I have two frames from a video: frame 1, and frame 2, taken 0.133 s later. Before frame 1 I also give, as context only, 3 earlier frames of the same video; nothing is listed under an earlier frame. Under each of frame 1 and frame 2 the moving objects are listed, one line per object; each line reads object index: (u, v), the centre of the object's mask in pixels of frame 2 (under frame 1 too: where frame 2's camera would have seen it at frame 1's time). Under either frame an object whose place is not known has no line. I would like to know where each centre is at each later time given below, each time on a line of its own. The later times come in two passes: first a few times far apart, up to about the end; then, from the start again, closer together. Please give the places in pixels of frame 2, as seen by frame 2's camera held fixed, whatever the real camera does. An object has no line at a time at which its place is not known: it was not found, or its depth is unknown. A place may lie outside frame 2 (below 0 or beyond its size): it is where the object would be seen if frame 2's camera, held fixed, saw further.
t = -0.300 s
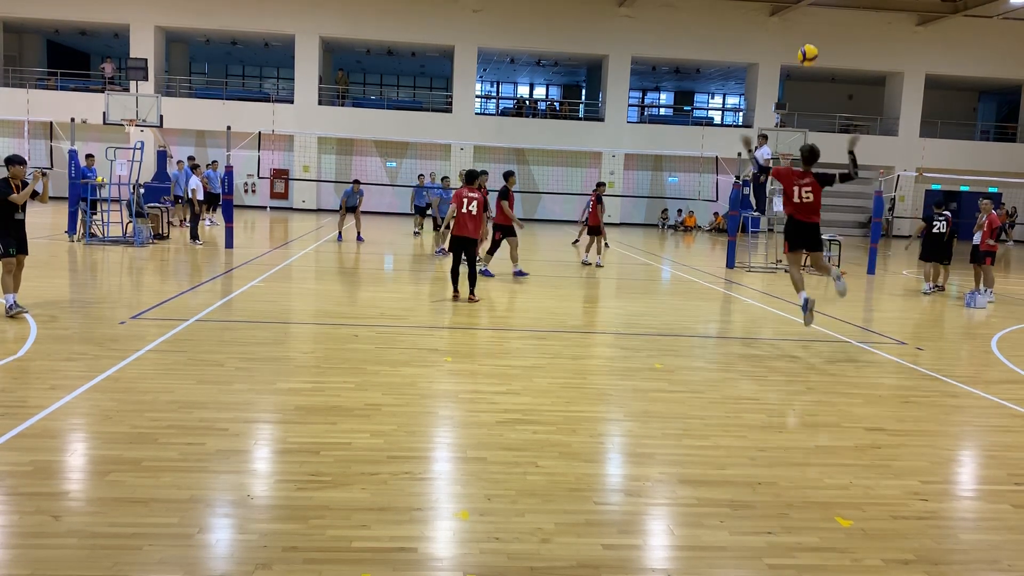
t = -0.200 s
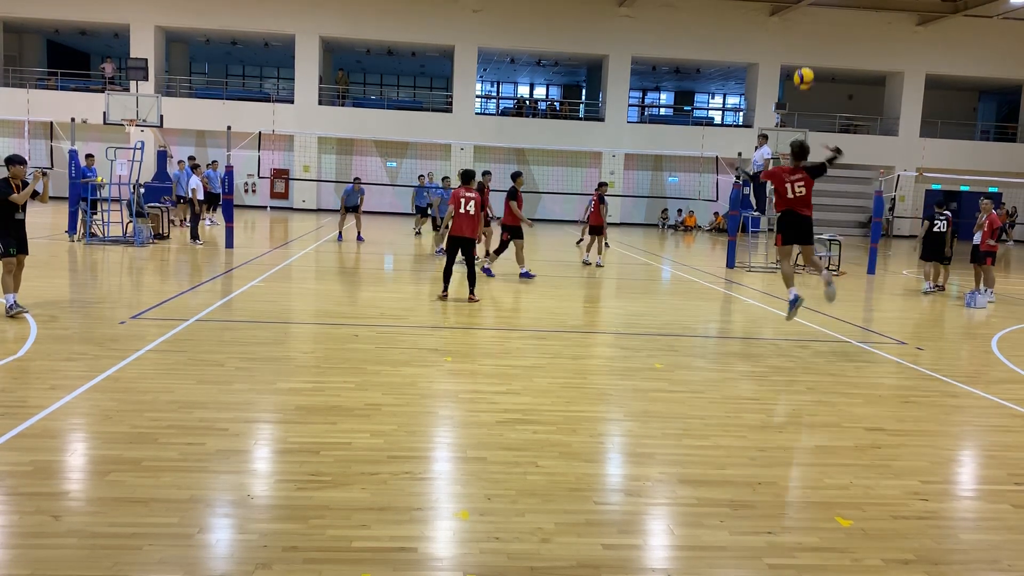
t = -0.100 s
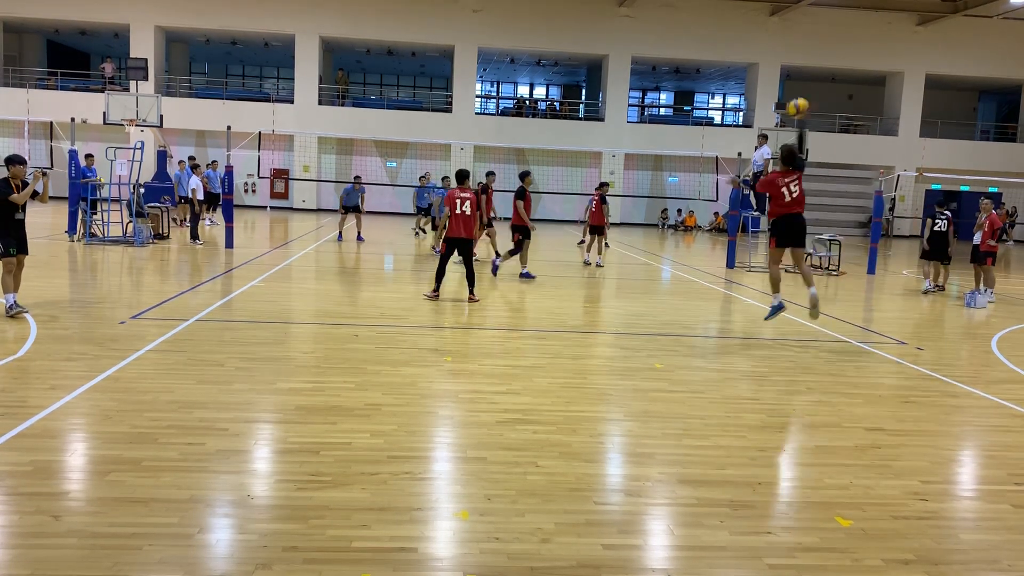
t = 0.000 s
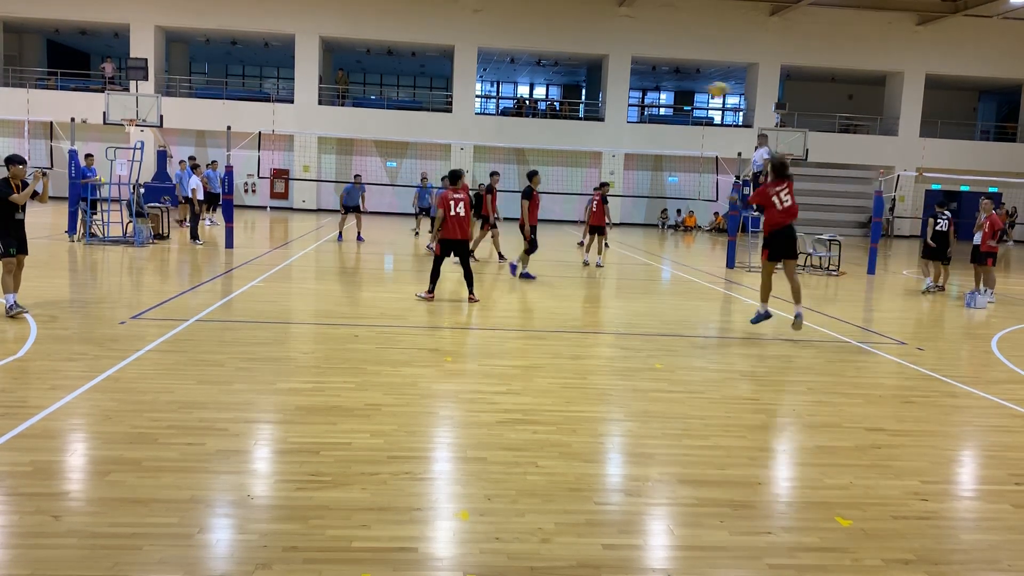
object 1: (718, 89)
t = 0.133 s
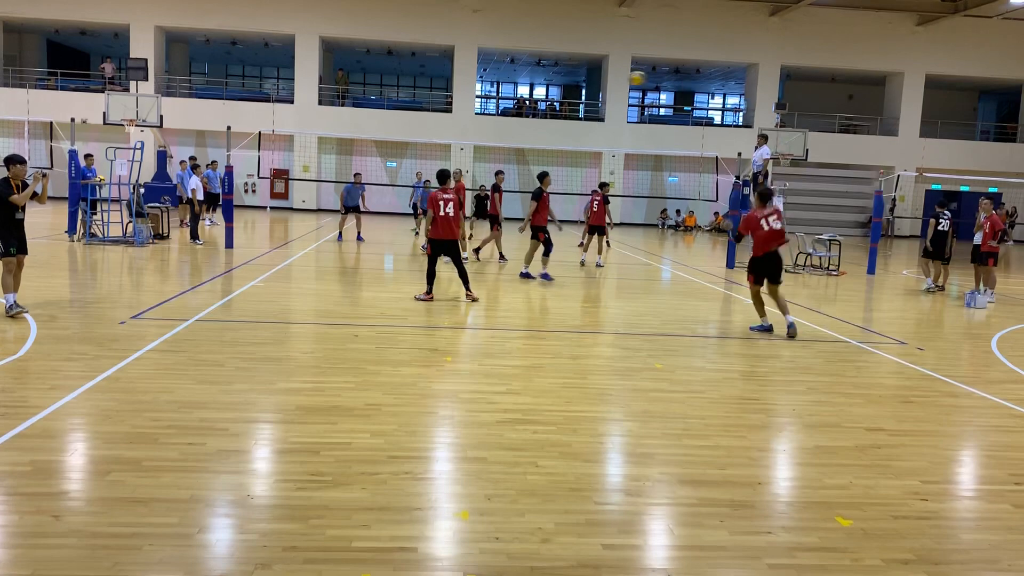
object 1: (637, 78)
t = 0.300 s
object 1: (562, 79)
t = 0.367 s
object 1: (537, 83)
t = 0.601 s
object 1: (472, 110)
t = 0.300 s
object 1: (562, 79)
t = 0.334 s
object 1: (549, 81)
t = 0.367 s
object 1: (537, 83)
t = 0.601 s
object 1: (472, 110)
